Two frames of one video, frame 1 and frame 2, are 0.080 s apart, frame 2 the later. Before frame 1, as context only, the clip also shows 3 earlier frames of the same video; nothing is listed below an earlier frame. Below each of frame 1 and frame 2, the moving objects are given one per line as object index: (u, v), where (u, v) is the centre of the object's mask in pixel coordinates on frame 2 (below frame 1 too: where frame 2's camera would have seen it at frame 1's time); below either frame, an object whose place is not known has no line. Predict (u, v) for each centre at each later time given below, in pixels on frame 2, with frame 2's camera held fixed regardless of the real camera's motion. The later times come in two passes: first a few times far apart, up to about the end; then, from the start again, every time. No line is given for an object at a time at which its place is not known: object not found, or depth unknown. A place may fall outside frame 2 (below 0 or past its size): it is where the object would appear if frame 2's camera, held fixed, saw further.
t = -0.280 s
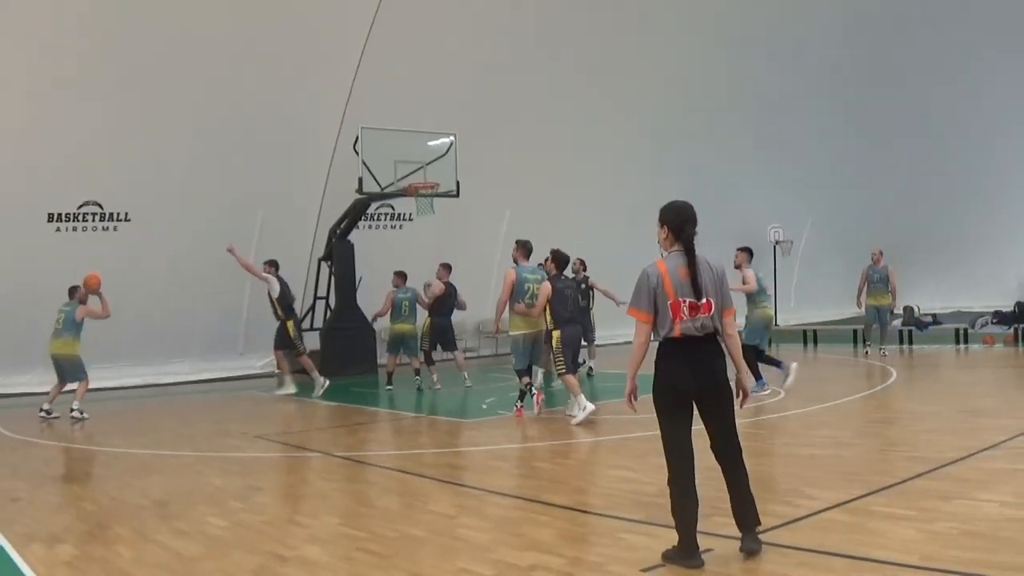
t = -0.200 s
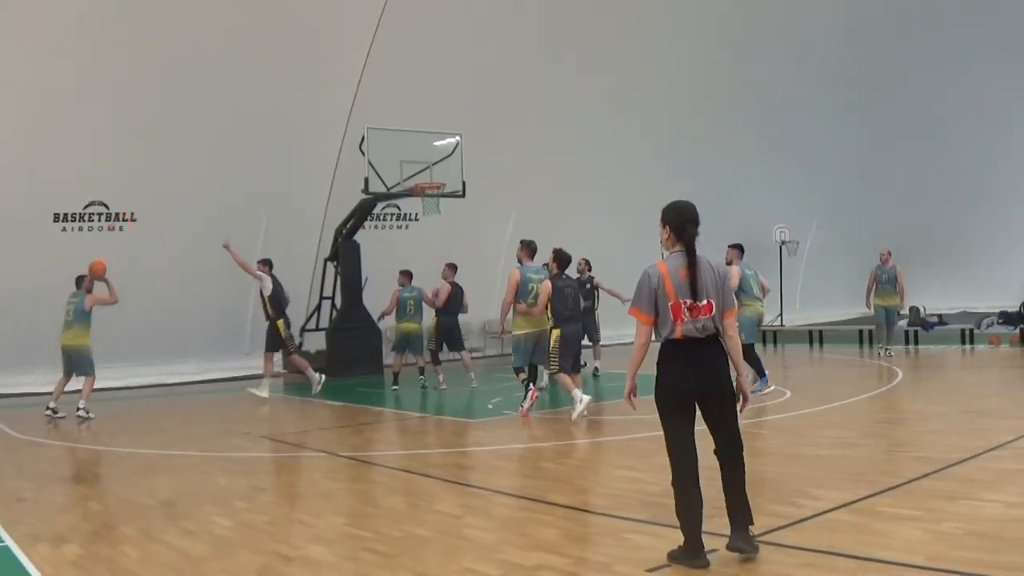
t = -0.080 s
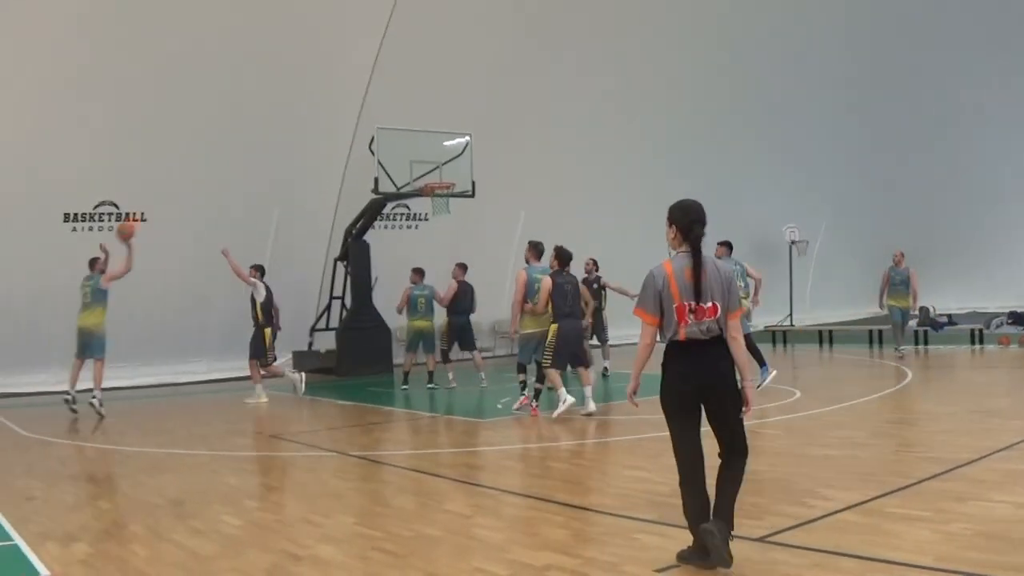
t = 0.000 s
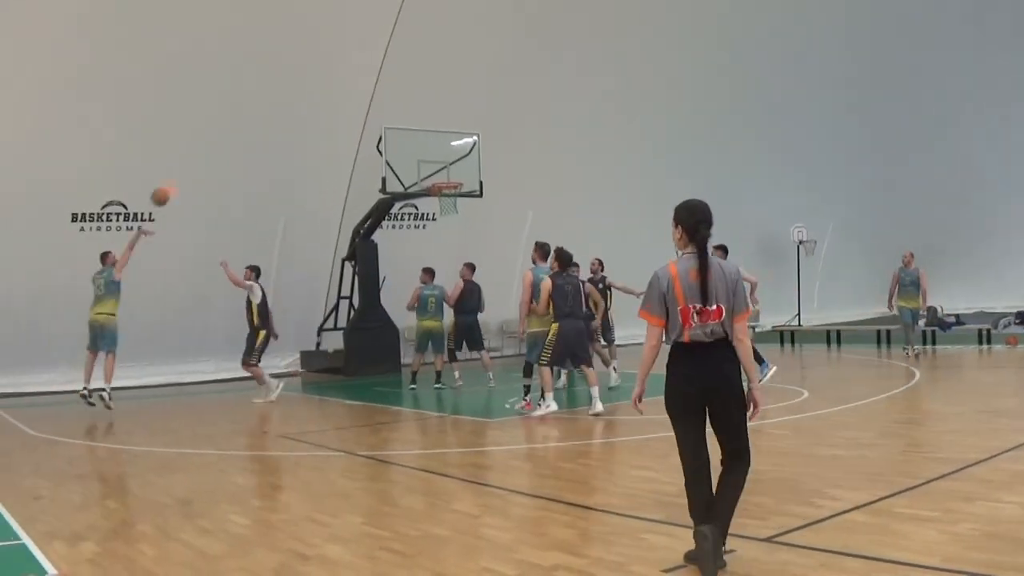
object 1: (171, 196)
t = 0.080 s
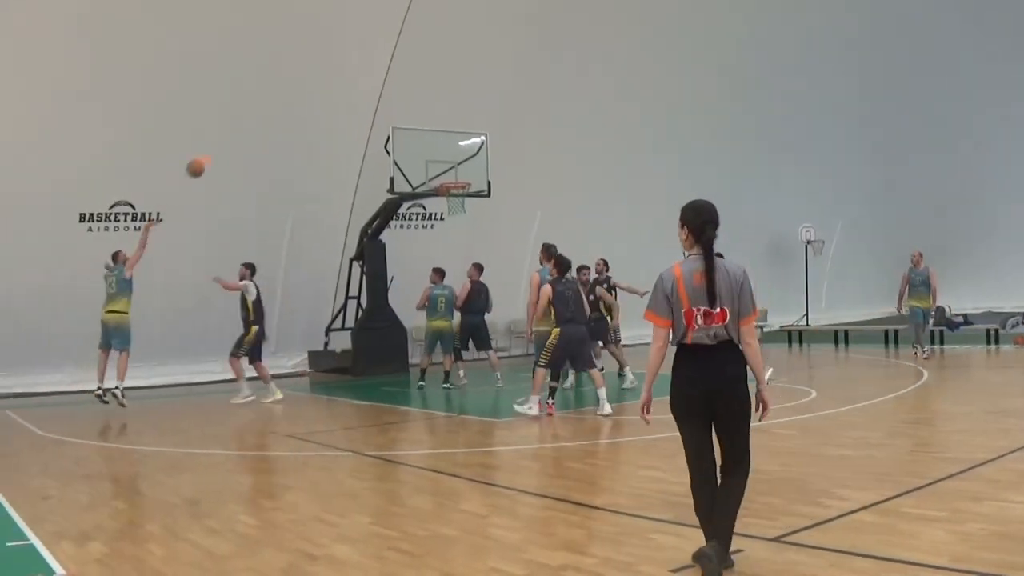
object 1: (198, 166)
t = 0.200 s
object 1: (236, 135)
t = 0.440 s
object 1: (312, 105)
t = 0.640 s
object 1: (370, 111)
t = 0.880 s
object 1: (436, 151)
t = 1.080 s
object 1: (468, 156)
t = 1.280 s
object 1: (481, 126)
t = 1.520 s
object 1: (498, 121)
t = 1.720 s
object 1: (513, 145)
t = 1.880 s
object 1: (526, 181)
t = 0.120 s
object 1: (211, 154)
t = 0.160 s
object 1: (224, 144)
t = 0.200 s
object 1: (236, 135)
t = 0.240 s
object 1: (249, 127)
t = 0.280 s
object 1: (262, 120)
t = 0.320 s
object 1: (275, 114)
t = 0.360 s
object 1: (287, 110)
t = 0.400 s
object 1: (300, 107)
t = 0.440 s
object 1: (312, 105)
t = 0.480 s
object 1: (324, 104)
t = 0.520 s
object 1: (336, 104)
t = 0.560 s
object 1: (348, 106)
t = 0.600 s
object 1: (359, 108)
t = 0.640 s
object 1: (370, 111)
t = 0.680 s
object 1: (382, 116)
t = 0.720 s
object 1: (393, 121)
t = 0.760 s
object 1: (404, 127)
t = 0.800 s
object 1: (415, 134)
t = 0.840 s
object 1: (426, 143)
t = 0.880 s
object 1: (436, 151)
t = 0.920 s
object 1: (446, 161)
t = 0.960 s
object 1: (457, 172)
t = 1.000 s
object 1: (464, 175)
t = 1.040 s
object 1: (466, 166)
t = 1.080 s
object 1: (468, 156)
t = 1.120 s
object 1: (471, 148)
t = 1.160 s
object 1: (473, 141)
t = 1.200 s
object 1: (475, 135)
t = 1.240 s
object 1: (478, 130)
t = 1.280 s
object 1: (481, 126)
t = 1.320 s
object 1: (484, 122)
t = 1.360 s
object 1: (486, 120)
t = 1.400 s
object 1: (489, 119)
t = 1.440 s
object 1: (492, 119)
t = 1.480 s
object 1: (495, 119)
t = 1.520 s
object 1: (498, 121)
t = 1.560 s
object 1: (500, 124)
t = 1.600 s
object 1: (504, 127)
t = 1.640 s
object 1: (507, 132)
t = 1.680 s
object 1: (510, 138)
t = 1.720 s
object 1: (513, 145)
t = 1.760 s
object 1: (516, 152)
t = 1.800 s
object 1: (519, 161)
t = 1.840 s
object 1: (522, 171)
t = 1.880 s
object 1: (526, 181)
